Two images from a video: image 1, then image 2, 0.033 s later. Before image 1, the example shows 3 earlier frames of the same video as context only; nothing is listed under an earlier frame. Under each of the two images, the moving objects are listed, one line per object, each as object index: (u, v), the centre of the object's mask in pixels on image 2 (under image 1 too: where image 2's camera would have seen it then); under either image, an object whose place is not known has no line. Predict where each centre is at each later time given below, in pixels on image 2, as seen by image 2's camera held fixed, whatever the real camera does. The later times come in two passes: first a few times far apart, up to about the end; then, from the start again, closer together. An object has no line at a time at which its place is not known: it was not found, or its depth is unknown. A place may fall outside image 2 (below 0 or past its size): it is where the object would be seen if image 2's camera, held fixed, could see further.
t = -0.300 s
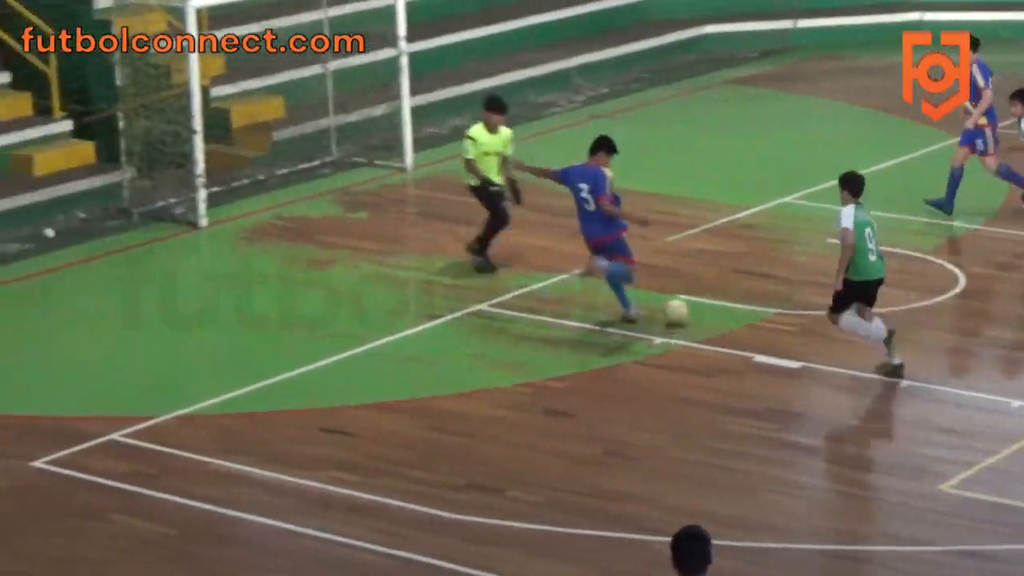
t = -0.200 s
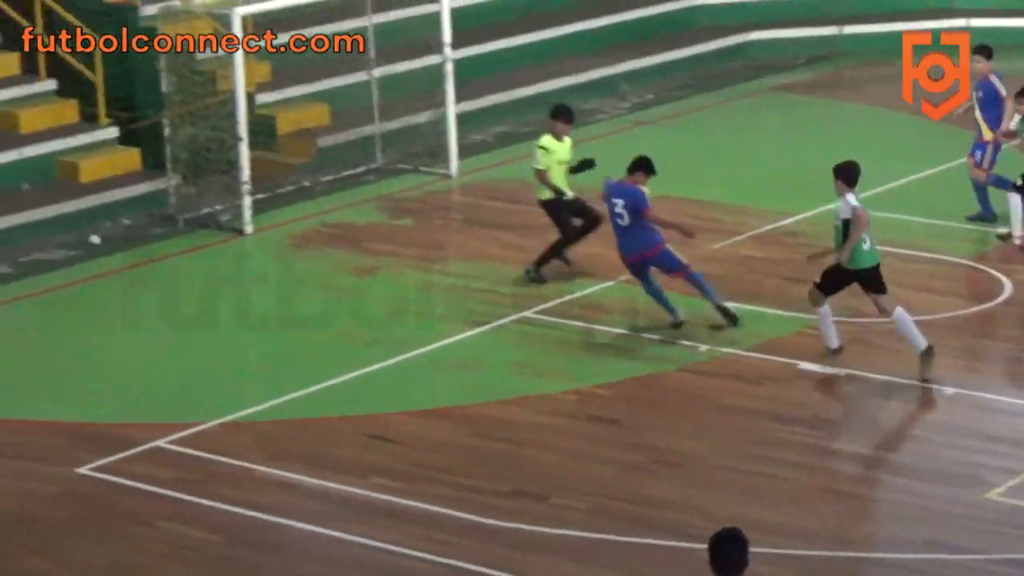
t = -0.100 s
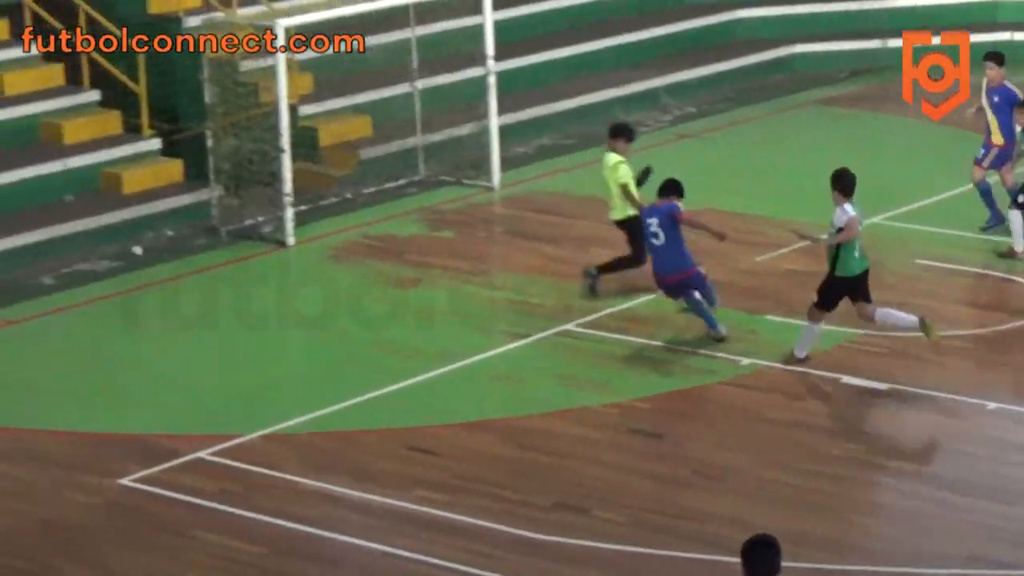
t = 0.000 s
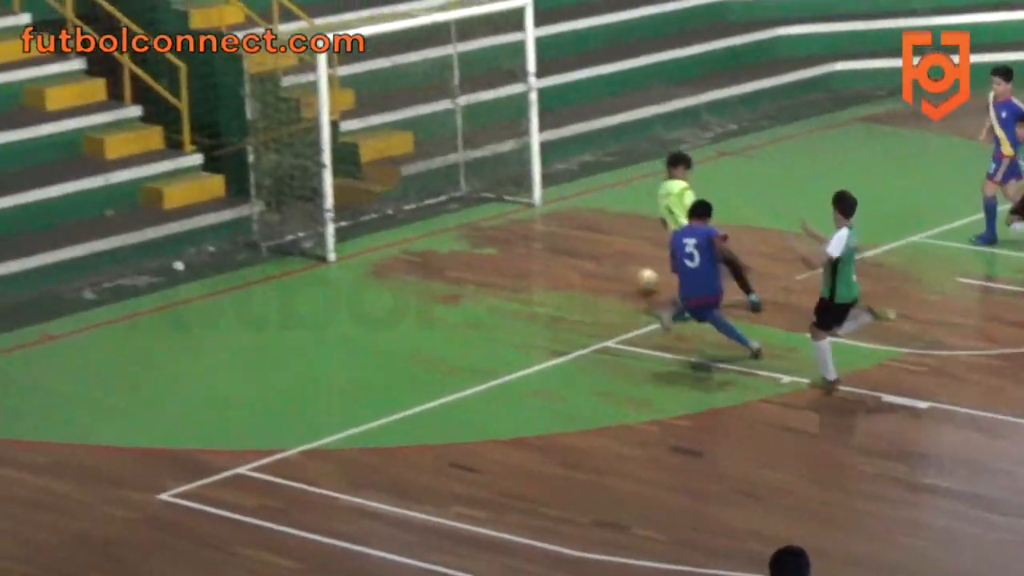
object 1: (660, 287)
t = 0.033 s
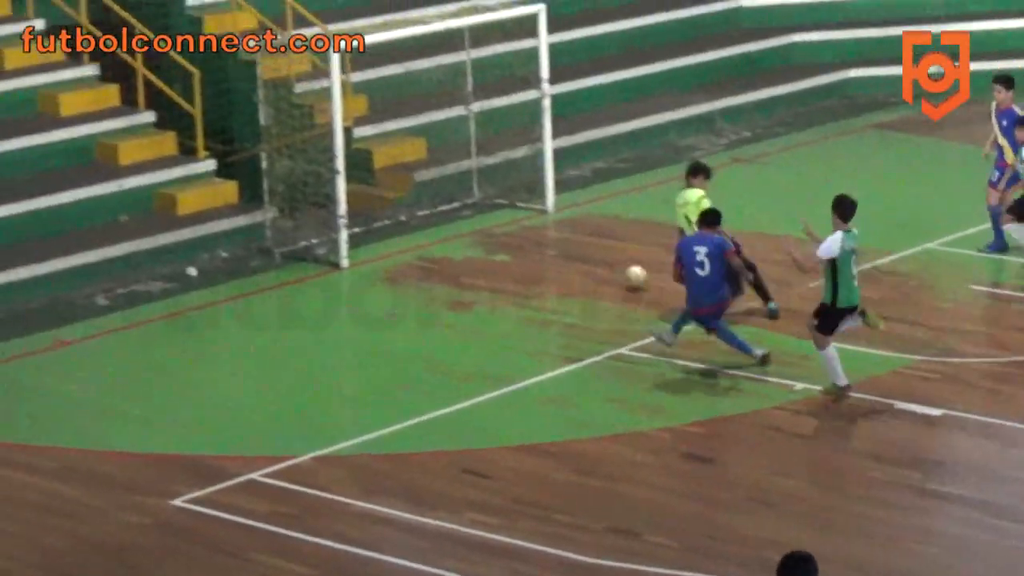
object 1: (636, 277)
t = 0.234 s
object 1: (510, 227)
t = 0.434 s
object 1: (431, 167)
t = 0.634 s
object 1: (458, 115)
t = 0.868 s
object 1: (447, 148)
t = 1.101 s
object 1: (434, 185)
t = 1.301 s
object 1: (421, 179)
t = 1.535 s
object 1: (416, 196)
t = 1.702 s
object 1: (420, 200)
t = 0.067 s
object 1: (612, 268)
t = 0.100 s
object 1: (590, 259)
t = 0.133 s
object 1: (567, 251)
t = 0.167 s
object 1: (547, 242)
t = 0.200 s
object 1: (528, 234)
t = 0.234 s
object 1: (510, 227)
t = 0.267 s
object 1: (491, 219)
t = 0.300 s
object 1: (474, 212)
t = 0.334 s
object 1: (457, 205)
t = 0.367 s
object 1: (442, 198)
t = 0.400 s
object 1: (435, 183)
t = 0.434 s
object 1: (431, 167)
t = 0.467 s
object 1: (432, 151)
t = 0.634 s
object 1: (458, 115)
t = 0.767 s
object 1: (453, 128)
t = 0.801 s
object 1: (451, 134)
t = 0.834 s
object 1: (449, 141)
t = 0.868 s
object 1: (447, 148)
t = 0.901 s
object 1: (445, 157)
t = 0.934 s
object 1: (444, 167)
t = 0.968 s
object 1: (442, 178)
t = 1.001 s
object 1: (439, 191)
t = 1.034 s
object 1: (437, 196)
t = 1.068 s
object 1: (434, 191)
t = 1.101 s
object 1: (434, 185)
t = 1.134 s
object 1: (431, 181)
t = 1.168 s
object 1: (428, 179)
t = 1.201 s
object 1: (426, 178)
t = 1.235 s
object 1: (424, 176)
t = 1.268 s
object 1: (422, 177)
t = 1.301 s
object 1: (421, 179)
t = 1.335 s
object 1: (419, 181)
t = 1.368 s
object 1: (419, 184)
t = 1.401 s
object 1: (417, 189)
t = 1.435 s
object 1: (416, 196)
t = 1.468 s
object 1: (415, 197)
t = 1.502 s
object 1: (416, 196)
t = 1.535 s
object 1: (416, 196)
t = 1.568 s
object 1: (416, 197)
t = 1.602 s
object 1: (417, 198)
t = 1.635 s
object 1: (418, 199)
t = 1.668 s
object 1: (419, 200)
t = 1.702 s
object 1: (420, 200)
